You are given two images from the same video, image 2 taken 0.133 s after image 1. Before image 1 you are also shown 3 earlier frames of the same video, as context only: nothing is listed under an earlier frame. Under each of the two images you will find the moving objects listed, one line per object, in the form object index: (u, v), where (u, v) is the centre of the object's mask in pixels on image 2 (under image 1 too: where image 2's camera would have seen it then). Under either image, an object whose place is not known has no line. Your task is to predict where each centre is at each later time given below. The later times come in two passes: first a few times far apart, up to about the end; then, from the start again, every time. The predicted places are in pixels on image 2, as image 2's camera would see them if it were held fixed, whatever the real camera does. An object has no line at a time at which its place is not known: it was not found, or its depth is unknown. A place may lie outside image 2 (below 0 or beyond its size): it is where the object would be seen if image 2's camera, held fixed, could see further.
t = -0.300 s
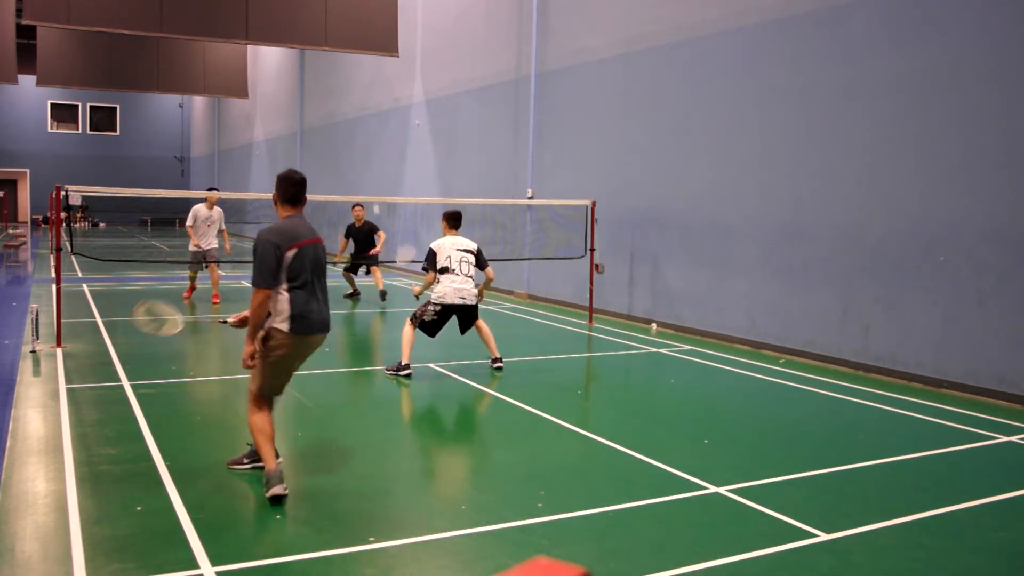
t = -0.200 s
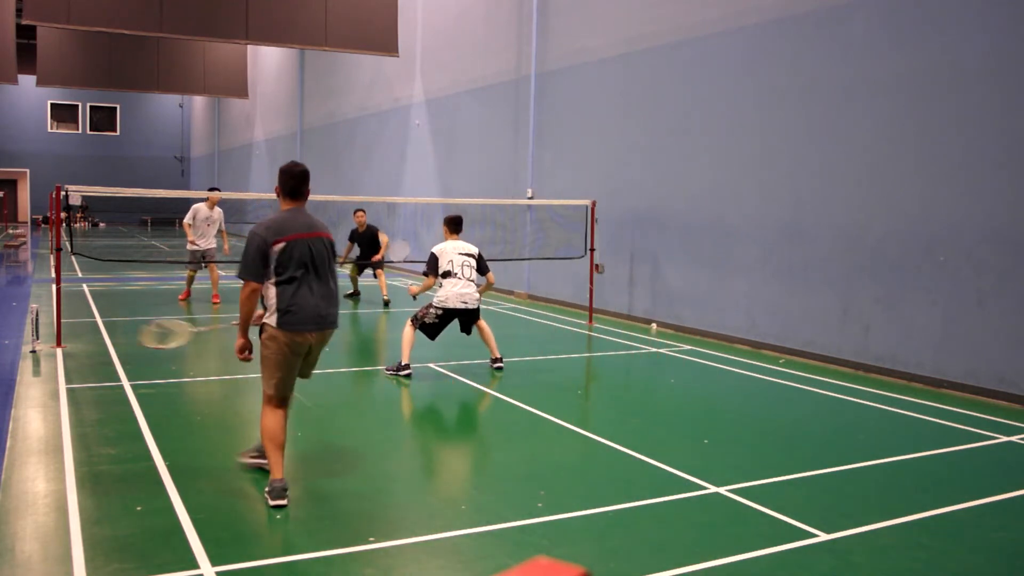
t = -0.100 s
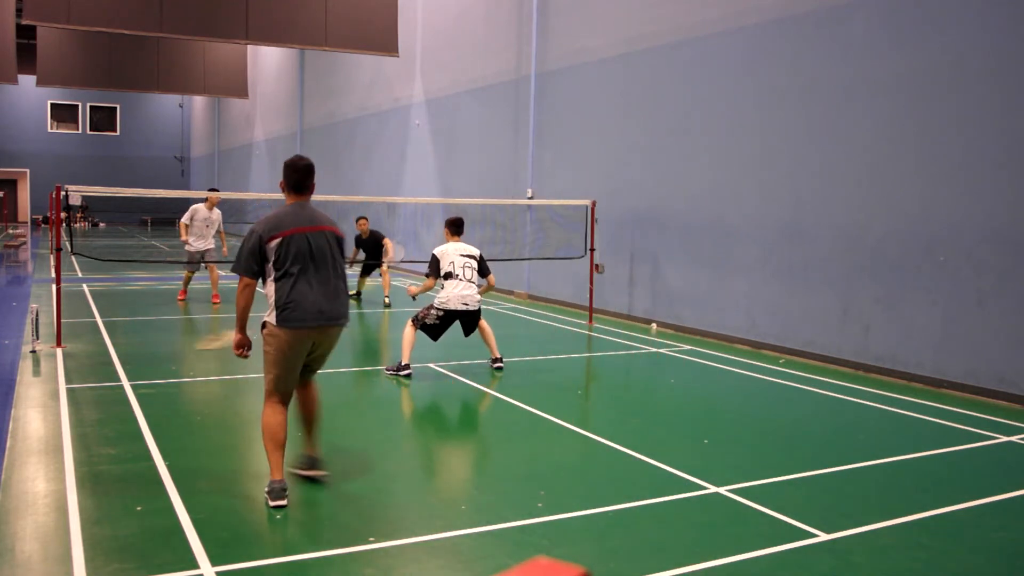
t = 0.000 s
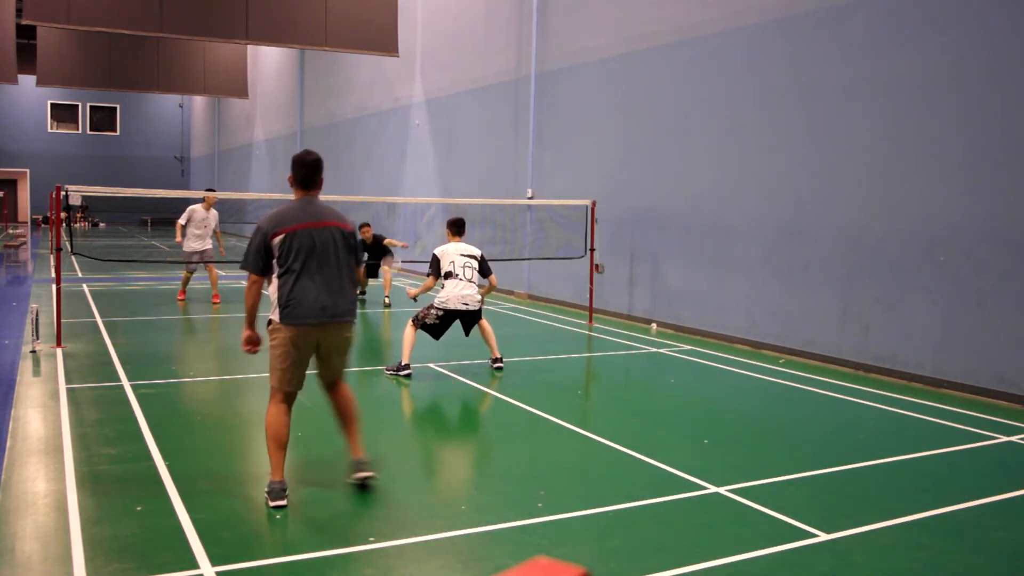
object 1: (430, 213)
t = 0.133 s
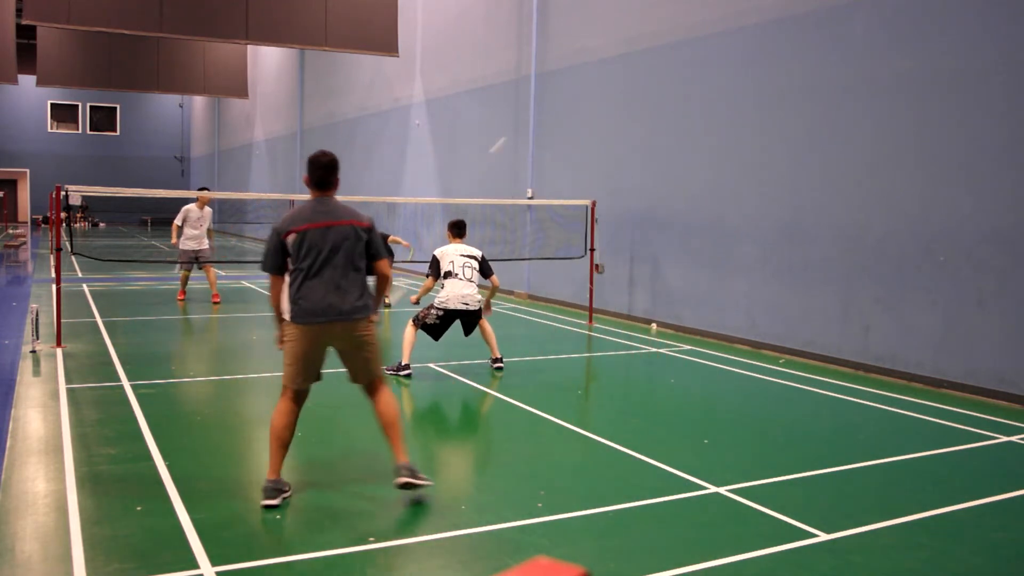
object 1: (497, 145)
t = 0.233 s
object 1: (544, 106)
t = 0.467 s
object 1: (640, 57)
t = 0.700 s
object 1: (728, 65)
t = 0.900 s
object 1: (796, 117)
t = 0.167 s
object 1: (513, 131)
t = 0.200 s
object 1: (528, 118)
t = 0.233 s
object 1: (544, 106)
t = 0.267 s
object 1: (558, 96)
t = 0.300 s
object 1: (572, 87)
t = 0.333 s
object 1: (587, 78)
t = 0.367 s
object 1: (600, 72)
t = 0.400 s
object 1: (614, 65)
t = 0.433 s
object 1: (627, 61)
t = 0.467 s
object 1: (640, 57)
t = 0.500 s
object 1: (654, 55)
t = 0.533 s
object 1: (666, 54)
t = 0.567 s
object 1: (679, 54)
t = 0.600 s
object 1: (691, 55)
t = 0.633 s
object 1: (704, 57)
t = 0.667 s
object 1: (716, 60)
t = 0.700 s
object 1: (728, 65)
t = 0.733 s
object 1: (740, 71)
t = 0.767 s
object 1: (752, 77)
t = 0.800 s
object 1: (763, 85)
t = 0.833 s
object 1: (775, 95)
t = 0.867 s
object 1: (785, 106)
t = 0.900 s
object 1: (796, 117)
